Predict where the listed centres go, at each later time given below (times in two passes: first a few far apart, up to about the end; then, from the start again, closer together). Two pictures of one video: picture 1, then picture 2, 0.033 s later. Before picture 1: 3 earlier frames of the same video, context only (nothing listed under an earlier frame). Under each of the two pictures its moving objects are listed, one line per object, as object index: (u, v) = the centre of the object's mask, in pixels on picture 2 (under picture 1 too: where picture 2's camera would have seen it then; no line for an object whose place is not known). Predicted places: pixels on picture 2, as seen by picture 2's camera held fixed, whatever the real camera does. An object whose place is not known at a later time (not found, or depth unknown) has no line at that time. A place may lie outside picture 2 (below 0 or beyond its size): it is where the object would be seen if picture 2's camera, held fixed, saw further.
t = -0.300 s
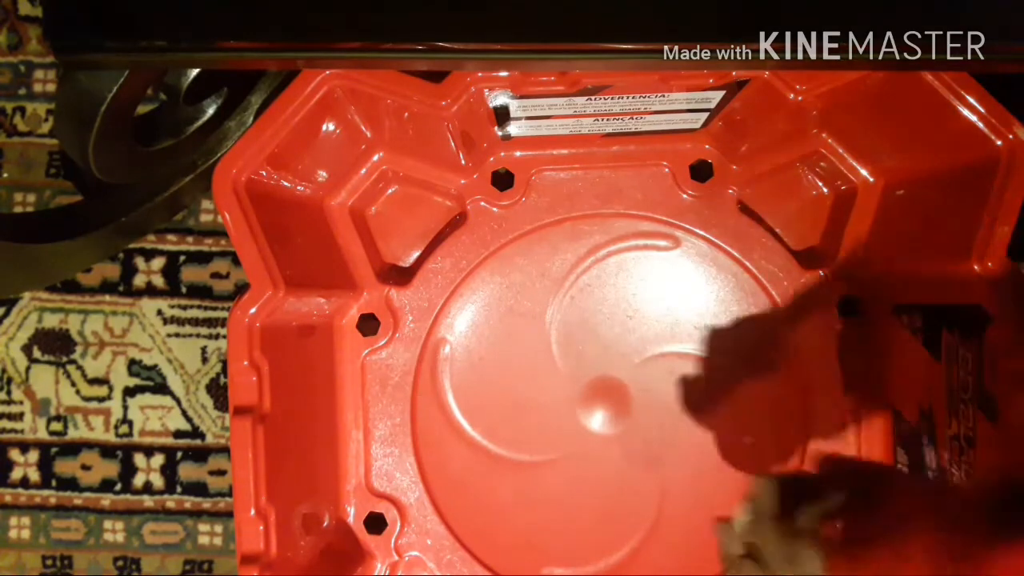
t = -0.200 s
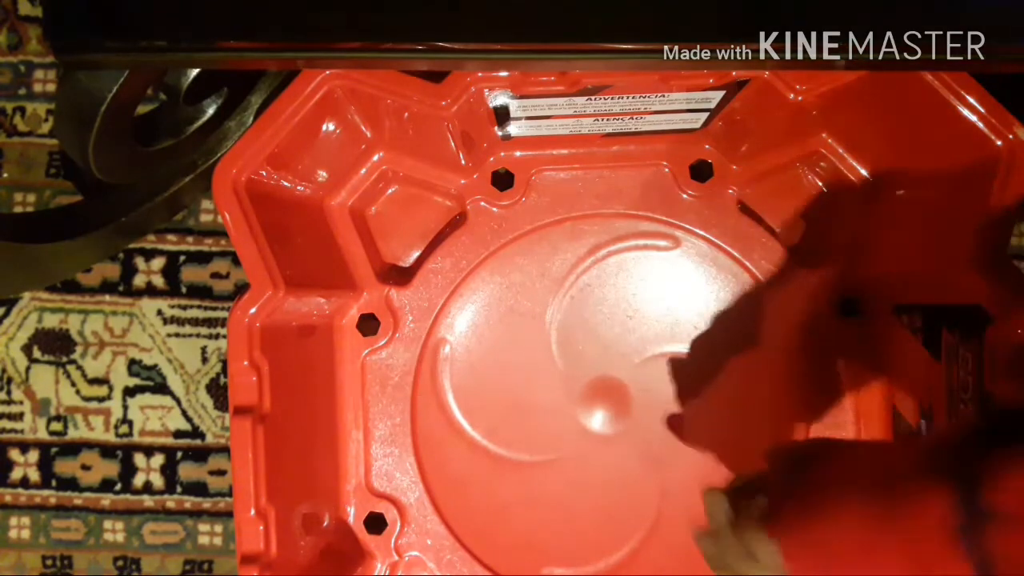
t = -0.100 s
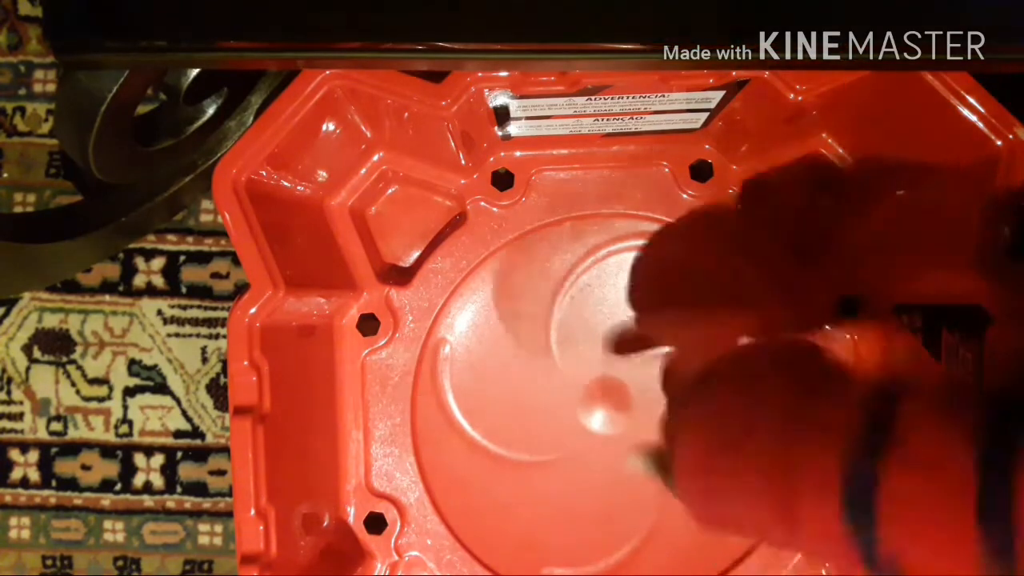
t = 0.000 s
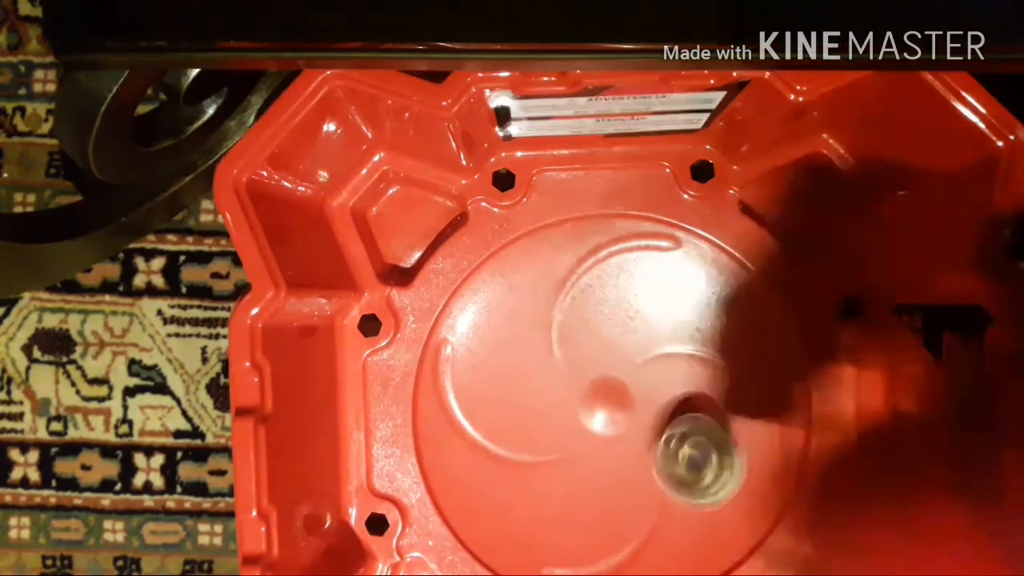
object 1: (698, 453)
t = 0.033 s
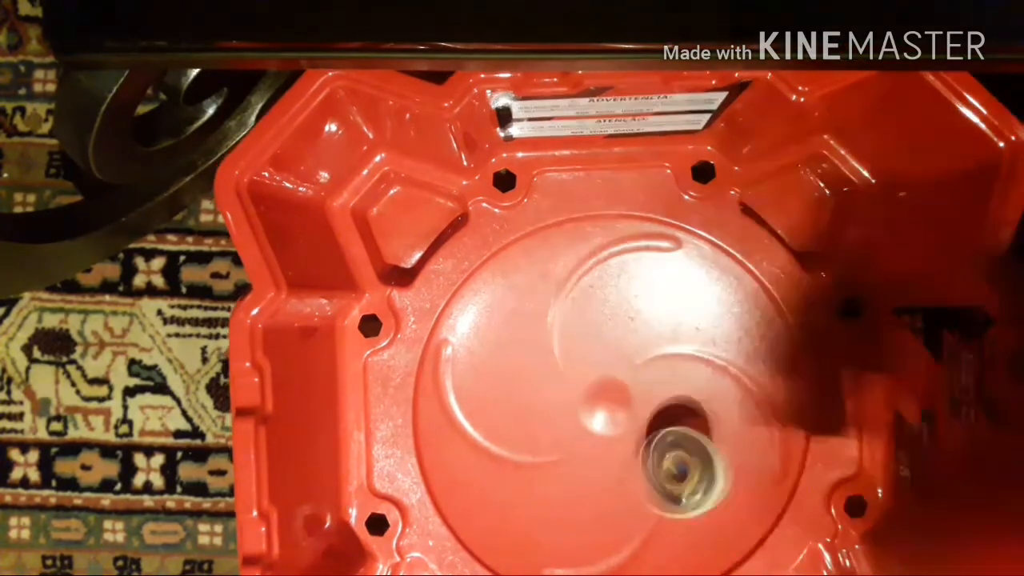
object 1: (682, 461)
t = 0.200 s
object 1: (616, 483)
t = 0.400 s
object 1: (572, 455)
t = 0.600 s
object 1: (582, 395)
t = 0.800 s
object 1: (632, 357)
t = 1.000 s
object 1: (669, 383)
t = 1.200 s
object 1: (644, 421)
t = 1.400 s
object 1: (584, 423)
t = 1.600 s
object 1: (546, 393)
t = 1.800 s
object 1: (564, 367)
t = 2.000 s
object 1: (626, 356)
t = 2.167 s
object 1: (658, 337)
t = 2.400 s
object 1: (638, 357)
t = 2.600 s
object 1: (605, 349)
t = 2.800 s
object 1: (608, 353)
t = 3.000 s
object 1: (630, 363)
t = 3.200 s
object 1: (630, 363)
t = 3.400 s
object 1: (613, 360)
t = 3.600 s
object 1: (616, 361)
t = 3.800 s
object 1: (610, 359)
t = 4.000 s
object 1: (612, 360)
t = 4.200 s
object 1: (614, 361)
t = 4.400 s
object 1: (613, 361)
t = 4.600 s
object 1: (613, 361)
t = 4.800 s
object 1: (612, 361)
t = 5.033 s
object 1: (613, 361)
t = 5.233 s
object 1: (613, 361)
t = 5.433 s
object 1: (613, 361)
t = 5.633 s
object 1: (613, 361)
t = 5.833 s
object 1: (613, 361)
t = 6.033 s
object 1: (613, 361)
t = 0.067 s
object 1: (665, 470)
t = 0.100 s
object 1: (651, 475)
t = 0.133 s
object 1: (637, 480)
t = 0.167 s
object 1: (626, 482)
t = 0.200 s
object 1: (616, 483)
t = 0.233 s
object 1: (606, 482)
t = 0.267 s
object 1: (598, 481)
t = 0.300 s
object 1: (590, 477)
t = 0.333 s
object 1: (583, 471)
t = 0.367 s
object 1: (577, 464)
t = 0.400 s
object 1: (572, 455)
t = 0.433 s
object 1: (570, 447)
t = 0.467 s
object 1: (568, 435)
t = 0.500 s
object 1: (570, 425)
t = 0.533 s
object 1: (571, 415)
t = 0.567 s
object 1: (575, 404)
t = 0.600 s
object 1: (582, 395)
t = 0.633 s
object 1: (589, 385)
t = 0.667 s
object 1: (597, 378)
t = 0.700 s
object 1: (605, 370)
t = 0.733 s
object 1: (614, 364)
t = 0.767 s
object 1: (623, 361)
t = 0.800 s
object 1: (632, 357)
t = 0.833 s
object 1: (642, 358)
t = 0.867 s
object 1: (649, 360)
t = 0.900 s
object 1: (657, 363)
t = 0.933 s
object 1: (661, 370)
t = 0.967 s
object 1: (665, 376)
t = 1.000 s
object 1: (669, 383)
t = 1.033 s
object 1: (668, 391)
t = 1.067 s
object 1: (667, 398)
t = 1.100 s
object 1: (663, 405)
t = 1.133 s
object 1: (658, 411)
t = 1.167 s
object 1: (652, 417)
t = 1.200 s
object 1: (644, 421)
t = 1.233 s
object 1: (634, 424)
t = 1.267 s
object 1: (625, 425)
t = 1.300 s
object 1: (616, 426)
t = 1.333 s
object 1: (605, 425)
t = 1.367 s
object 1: (595, 425)
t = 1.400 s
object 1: (584, 423)
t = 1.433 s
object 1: (572, 419)
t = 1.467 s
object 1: (563, 415)
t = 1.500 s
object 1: (556, 410)
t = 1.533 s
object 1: (551, 405)
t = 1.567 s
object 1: (547, 399)
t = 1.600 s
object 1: (546, 393)
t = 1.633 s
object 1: (546, 387)
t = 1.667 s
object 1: (547, 382)
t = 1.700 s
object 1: (548, 378)
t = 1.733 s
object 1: (553, 373)
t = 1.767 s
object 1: (558, 369)
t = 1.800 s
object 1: (564, 367)
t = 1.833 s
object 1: (571, 364)
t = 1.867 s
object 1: (579, 363)
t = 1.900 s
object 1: (589, 361)
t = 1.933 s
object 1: (603, 359)
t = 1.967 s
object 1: (614, 358)
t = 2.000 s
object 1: (626, 356)
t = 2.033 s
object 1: (638, 353)
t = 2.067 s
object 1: (647, 350)
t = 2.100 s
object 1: (653, 345)
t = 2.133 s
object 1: (657, 340)
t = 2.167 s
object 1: (658, 337)
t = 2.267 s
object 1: (656, 341)
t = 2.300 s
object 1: (654, 346)
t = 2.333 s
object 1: (650, 350)
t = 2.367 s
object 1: (645, 354)
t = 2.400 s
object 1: (638, 357)
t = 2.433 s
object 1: (631, 358)
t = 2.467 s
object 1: (623, 359)
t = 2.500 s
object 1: (615, 357)
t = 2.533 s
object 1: (610, 355)
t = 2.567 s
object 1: (607, 352)
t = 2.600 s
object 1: (605, 349)
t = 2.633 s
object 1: (604, 346)
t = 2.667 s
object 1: (604, 345)
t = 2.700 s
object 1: (604, 346)
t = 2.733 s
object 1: (605, 348)
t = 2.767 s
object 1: (606, 351)
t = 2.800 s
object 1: (608, 353)
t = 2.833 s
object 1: (610, 356)
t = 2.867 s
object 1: (613, 359)
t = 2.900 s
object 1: (618, 361)
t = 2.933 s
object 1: (621, 362)
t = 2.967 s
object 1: (626, 363)
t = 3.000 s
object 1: (630, 363)
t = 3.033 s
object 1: (633, 362)
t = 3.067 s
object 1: (635, 362)
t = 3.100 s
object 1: (635, 362)
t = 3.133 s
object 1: (635, 362)
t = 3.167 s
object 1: (633, 363)
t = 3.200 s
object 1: (630, 363)
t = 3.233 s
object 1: (626, 363)
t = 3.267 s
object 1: (623, 362)
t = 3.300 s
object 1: (621, 362)
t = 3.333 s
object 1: (618, 361)
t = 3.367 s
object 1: (616, 360)
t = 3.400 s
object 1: (613, 360)
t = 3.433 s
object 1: (611, 359)
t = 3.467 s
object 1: (610, 358)
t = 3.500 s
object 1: (610, 358)
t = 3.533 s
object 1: (612, 360)
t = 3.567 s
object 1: (614, 361)
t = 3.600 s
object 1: (616, 361)
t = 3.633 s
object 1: (616, 361)
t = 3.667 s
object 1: (616, 361)
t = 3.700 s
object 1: (615, 361)
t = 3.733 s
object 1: (612, 360)
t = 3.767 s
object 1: (611, 359)
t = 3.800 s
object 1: (610, 359)
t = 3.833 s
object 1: (611, 359)
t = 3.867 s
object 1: (613, 361)
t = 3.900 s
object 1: (614, 361)
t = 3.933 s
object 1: (615, 361)
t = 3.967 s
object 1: (614, 361)
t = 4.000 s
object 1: (612, 360)
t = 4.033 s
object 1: (611, 360)
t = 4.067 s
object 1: (611, 359)
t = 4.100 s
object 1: (611, 360)
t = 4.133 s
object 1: (612, 360)
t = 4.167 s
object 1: (613, 361)
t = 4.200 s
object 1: (614, 361)
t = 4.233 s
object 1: (613, 361)
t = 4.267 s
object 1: (612, 360)
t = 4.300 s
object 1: (611, 360)
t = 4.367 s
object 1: (612, 360)
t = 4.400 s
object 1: (613, 361)
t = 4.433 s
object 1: (614, 361)
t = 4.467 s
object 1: (613, 361)
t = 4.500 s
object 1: (612, 360)
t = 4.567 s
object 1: (612, 361)
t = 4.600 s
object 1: (613, 361)
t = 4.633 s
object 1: (613, 361)
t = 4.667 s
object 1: (612, 361)
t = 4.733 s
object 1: (613, 361)
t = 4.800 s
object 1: (612, 361)
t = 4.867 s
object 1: (613, 361)
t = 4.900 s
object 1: (613, 361)
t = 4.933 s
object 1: (612, 361)
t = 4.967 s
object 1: (613, 361)
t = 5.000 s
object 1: (613, 361)
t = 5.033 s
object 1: (613, 361)
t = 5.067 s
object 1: (613, 361)
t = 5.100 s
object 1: (613, 361)
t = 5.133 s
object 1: (613, 361)
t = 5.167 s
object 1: (613, 361)
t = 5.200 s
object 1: (613, 361)
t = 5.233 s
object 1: (613, 361)
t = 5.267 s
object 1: (613, 361)
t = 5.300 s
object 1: (613, 361)
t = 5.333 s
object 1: (613, 361)
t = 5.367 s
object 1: (613, 361)
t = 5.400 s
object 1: (613, 361)
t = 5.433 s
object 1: (613, 361)
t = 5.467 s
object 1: (613, 361)
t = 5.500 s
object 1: (613, 361)
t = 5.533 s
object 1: (613, 361)
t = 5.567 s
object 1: (613, 361)
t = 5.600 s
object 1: (613, 361)
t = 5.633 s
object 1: (613, 361)
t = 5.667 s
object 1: (613, 361)
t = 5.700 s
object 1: (613, 361)
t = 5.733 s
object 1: (613, 361)
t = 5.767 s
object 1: (613, 361)
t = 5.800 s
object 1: (613, 361)
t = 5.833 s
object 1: (613, 361)
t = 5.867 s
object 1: (613, 361)
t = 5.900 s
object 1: (613, 361)
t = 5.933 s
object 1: (613, 361)
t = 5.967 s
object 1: (613, 361)
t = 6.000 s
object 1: (613, 361)
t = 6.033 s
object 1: (613, 361)
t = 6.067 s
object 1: (613, 361)
